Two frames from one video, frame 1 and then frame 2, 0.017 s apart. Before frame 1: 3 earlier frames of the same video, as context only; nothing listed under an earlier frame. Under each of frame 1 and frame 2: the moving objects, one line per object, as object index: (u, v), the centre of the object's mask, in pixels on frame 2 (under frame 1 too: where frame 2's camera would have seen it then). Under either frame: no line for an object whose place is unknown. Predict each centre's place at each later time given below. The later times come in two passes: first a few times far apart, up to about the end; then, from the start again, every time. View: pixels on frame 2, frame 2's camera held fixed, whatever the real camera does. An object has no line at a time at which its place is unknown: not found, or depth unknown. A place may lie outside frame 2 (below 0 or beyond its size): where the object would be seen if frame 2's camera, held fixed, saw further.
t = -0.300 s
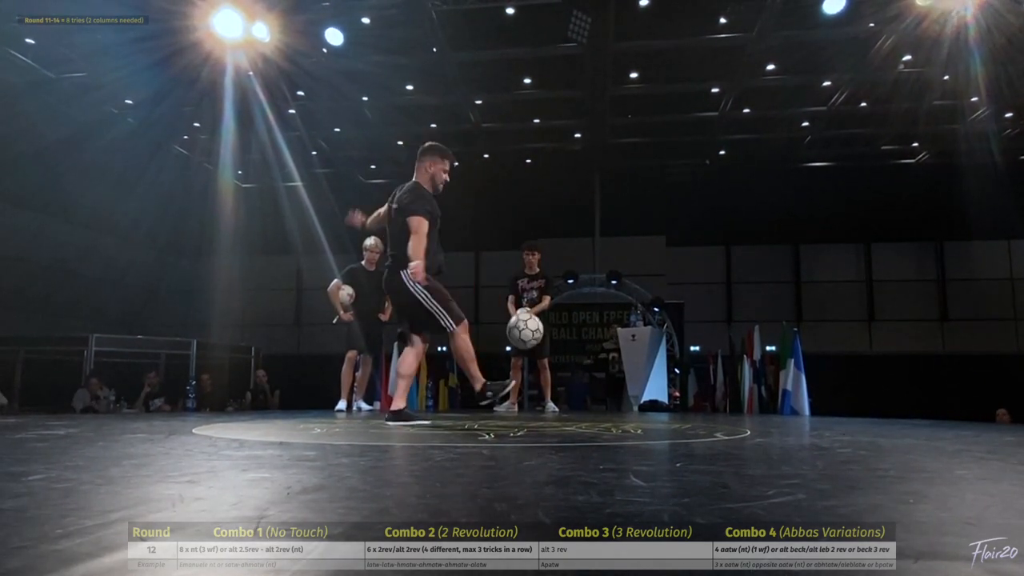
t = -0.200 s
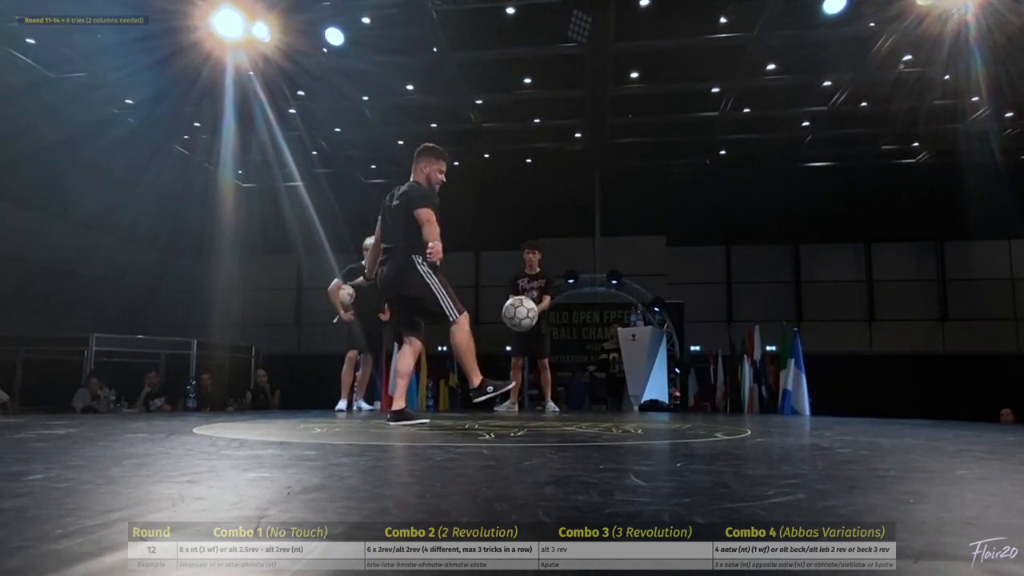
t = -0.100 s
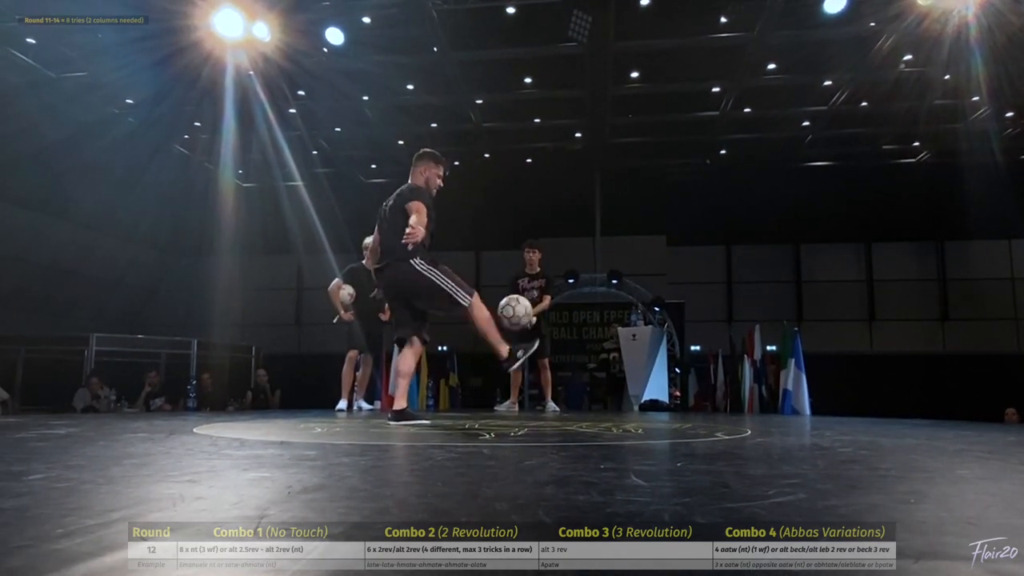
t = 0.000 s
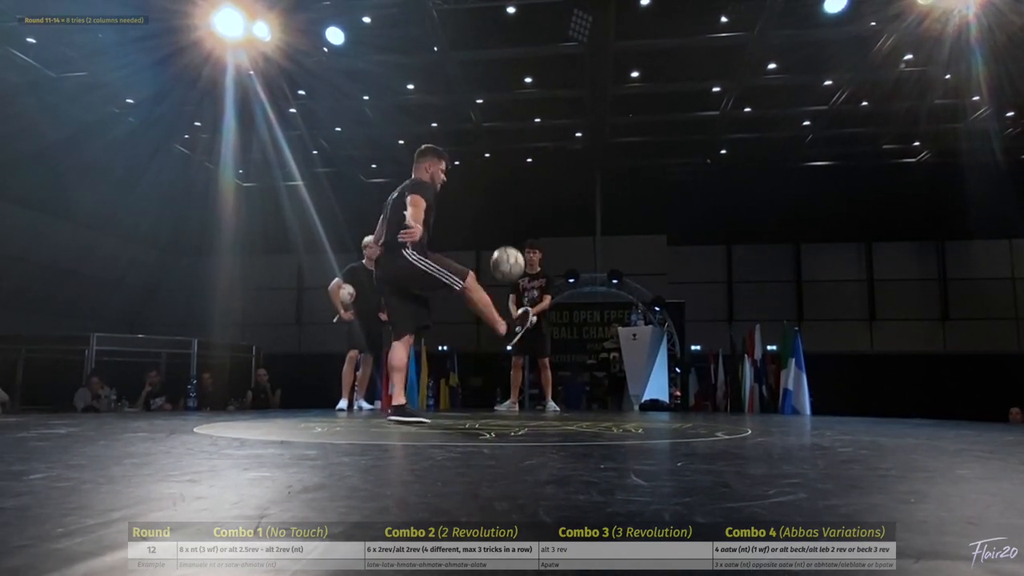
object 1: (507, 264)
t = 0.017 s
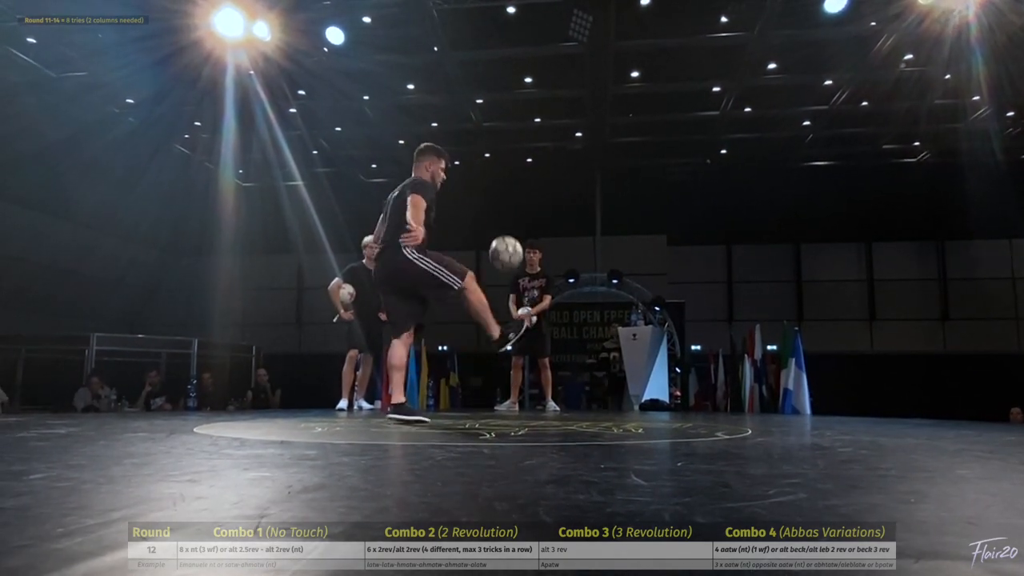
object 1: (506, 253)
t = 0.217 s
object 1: (487, 164)
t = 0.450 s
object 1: (468, 137)
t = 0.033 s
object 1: (504, 242)
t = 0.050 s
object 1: (502, 233)
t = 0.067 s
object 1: (501, 224)
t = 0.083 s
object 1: (499, 216)
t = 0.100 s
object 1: (498, 208)
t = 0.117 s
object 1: (496, 200)
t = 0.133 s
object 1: (494, 193)
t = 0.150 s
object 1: (493, 186)
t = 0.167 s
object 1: (491, 180)
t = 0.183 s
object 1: (490, 174)
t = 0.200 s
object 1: (488, 169)
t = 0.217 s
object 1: (487, 164)
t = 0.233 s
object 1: (486, 159)
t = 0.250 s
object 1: (484, 155)
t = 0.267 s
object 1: (483, 151)
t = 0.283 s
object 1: (481, 148)
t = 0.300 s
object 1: (480, 146)
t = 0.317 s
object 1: (478, 143)
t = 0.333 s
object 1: (477, 141)
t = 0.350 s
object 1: (476, 139)
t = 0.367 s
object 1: (474, 138)
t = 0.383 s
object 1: (473, 137)
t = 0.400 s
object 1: (472, 137)
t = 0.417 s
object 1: (470, 136)
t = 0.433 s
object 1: (469, 136)
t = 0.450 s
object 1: (468, 137)
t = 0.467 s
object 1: (466, 138)
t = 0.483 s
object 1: (465, 139)
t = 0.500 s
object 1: (463, 140)
